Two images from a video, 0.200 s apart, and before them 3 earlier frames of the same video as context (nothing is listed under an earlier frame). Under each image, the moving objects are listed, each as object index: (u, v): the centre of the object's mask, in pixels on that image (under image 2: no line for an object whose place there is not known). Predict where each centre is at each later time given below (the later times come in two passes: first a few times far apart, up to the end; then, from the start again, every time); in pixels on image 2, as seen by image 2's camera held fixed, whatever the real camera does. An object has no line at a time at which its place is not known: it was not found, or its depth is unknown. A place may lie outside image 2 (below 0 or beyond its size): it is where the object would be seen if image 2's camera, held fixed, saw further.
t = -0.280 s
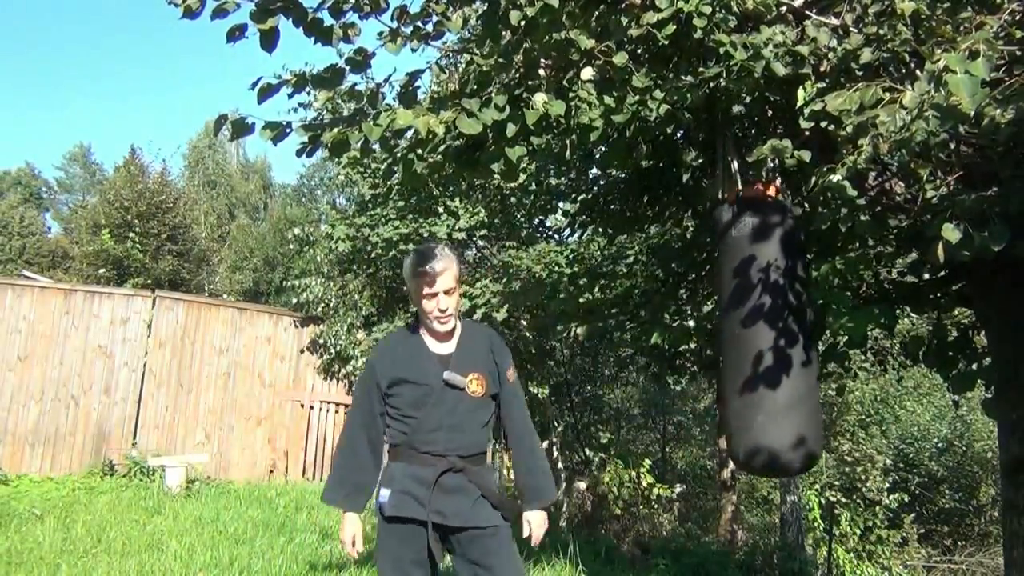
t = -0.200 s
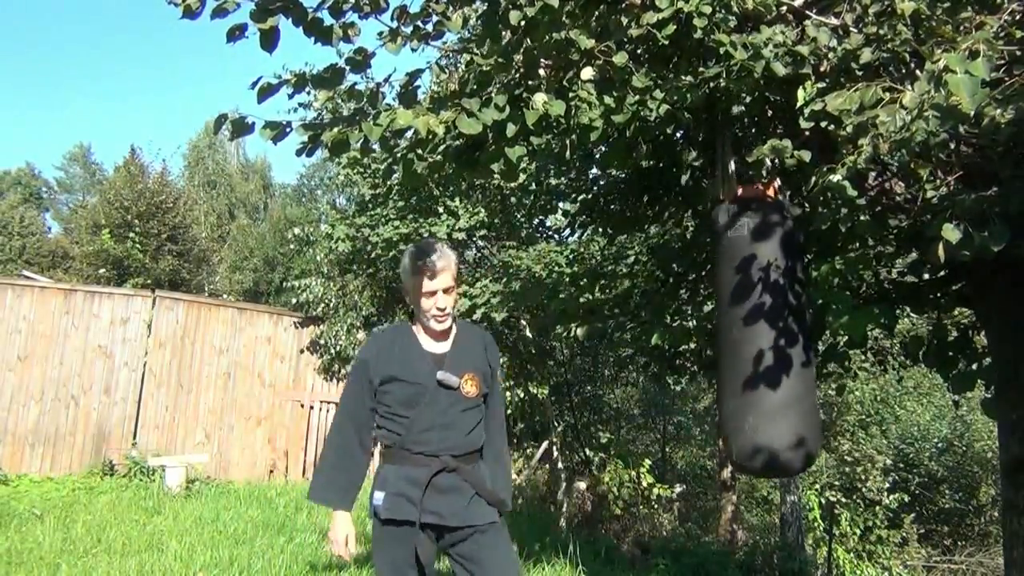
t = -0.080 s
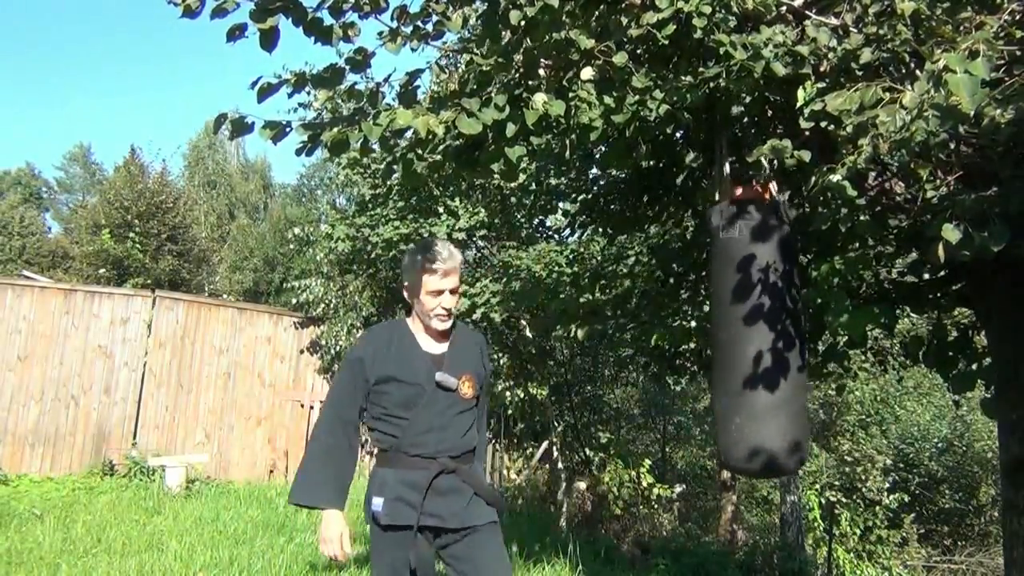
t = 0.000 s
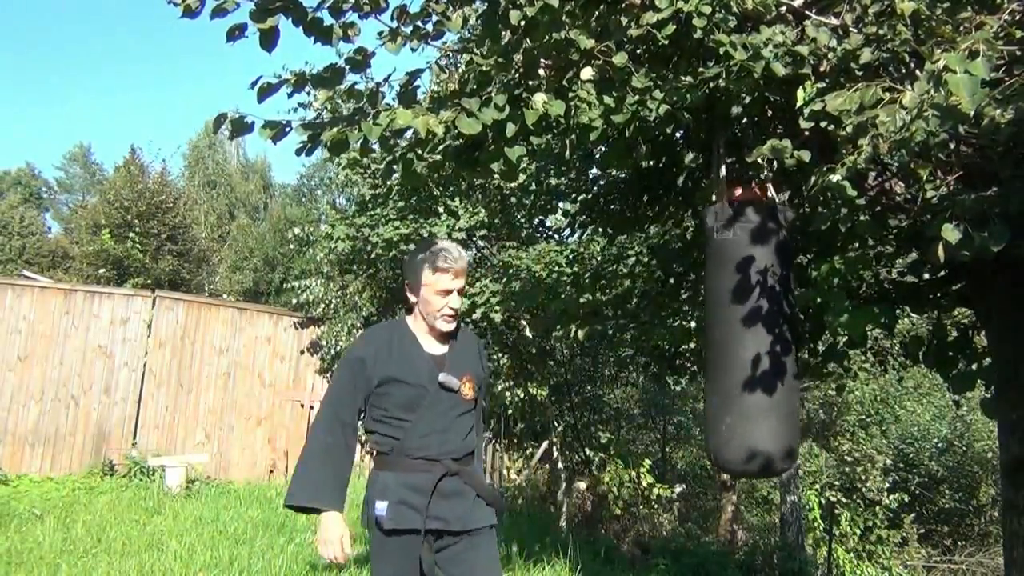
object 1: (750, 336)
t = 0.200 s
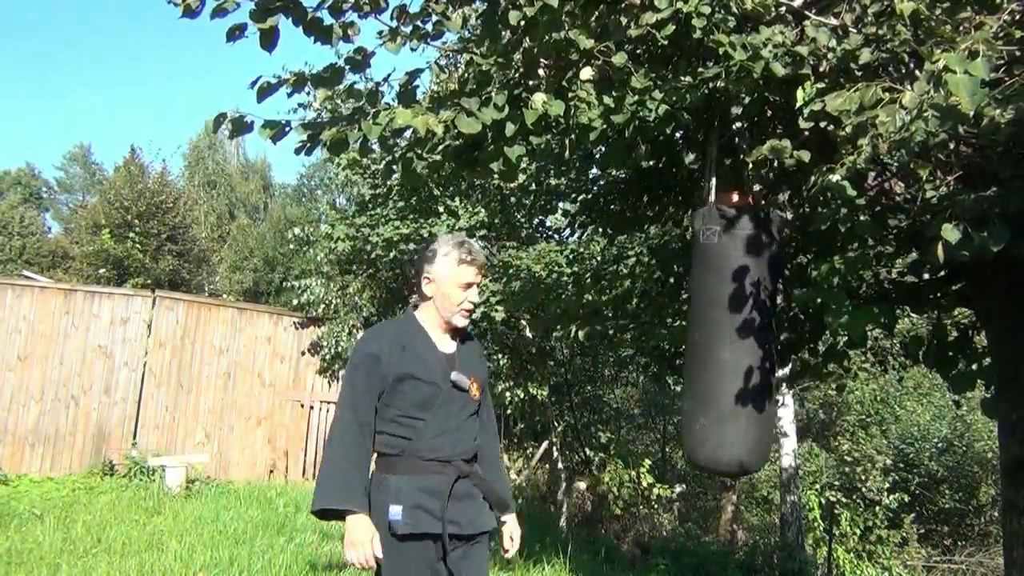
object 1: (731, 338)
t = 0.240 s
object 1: (727, 337)
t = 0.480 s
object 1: (709, 335)
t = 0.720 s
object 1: (705, 334)
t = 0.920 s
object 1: (709, 336)
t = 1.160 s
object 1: (727, 338)
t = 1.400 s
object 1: (747, 338)
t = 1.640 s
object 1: (761, 339)
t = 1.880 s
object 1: (761, 337)
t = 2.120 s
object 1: (747, 338)
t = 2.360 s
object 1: (727, 339)
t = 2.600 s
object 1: (710, 337)
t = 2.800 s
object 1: (706, 337)
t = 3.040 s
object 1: (711, 336)
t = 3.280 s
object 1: (727, 338)
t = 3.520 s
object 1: (747, 337)
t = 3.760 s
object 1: (759, 338)
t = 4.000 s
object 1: (758, 338)
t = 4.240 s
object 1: (745, 339)
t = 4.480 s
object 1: (726, 339)
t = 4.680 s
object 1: (714, 337)
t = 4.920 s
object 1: (708, 336)
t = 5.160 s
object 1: (713, 338)
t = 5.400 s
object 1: (728, 339)
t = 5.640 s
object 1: (746, 340)
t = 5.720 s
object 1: (750, 340)
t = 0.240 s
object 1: (727, 337)
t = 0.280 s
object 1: (724, 337)
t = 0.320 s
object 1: (720, 336)
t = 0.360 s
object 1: (717, 336)
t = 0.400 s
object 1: (713, 336)
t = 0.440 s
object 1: (712, 335)
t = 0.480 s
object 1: (709, 335)
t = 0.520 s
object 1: (708, 335)
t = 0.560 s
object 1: (707, 333)
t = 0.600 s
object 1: (705, 335)
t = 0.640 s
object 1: (705, 335)
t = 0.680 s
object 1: (704, 335)
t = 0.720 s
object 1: (705, 334)
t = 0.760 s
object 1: (704, 336)
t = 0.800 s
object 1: (705, 335)
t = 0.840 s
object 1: (706, 335)
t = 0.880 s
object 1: (708, 335)
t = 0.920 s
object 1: (709, 336)
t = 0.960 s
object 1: (711, 335)
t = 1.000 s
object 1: (714, 336)
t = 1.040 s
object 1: (716, 336)
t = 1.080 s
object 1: (720, 336)
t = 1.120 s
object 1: (722, 337)
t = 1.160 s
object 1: (727, 338)
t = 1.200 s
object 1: (729, 338)
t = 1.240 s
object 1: (733, 339)
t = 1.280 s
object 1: (737, 340)
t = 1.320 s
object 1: (740, 340)
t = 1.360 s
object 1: (744, 340)
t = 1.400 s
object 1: (747, 338)
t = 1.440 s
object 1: (750, 340)
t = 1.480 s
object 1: (753, 339)
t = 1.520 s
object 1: (756, 340)
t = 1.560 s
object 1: (758, 339)
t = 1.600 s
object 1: (760, 340)
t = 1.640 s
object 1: (761, 339)
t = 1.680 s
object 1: (762, 340)
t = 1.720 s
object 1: (762, 340)
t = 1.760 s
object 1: (762, 339)
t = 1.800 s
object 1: (762, 340)
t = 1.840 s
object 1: (762, 339)
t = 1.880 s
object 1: (761, 337)
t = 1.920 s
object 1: (760, 339)
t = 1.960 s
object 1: (758, 338)
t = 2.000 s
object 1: (756, 338)
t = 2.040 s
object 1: (753, 339)
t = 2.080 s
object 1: (750, 338)
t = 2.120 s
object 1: (747, 338)
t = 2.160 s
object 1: (744, 339)
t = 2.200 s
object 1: (740, 340)
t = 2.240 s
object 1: (737, 338)
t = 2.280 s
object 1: (733, 340)
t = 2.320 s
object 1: (730, 340)
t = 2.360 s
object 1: (727, 339)
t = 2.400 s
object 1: (723, 339)
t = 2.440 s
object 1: (720, 338)
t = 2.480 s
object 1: (717, 338)
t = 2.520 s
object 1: (715, 338)
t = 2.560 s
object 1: (712, 338)
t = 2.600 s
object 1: (710, 337)
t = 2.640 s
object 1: (708, 337)
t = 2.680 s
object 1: (707, 337)
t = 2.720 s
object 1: (706, 337)
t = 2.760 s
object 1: (706, 337)
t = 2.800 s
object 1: (706, 337)
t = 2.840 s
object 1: (705, 337)
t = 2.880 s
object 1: (706, 336)
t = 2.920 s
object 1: (707, 335)
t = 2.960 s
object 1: (708, 335)
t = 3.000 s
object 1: (709, 336)
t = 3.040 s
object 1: (711, 336)
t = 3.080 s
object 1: (713, 336)
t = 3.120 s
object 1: (715, 336)
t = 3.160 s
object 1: (718, 337)
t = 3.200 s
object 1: (721, 337)
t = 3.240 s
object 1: (725, 337)
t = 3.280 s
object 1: (727, 338)
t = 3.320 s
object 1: (730, 339)
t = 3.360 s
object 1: (733, 338)
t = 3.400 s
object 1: (737, 339)
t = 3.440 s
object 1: (740, 338)
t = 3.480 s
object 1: (743, 339)
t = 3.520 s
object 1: (747, 337)
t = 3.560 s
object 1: (748, 337)
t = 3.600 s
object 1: (752, 340)
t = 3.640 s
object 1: (754, 339)
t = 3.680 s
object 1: (756, 338)
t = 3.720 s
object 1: (758, 338)
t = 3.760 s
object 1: (759, 338)
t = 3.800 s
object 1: (759, 337)
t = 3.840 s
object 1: (759, 338)
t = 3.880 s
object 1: (760, 338)
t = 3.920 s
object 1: (760, 337)
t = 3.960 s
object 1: (759, 338)
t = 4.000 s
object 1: (758, 338)
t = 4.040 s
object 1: (757, 337)
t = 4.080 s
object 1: (755, 338)
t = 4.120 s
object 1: (753, 339)
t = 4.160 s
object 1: (750, 339)
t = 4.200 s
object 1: (747, 340)
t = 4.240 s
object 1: (745, 339)
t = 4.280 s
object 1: (742, 338)
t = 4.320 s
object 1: (739, 338)
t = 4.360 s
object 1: (736, 339)
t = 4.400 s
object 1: (733, 339)
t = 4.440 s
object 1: (730, 340)
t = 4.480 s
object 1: (726, 339)
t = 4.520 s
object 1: (724, 339)
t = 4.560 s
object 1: (721, 338)
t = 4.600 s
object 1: (718, 338)
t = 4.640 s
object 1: (715, 337)
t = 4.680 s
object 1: (714, 337)
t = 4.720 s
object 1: (712, 336)
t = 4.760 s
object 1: (710, 336)
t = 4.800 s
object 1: (709, 336)
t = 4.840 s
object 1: (708, 336)
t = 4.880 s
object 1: (708, 336)
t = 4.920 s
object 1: (708, 336)
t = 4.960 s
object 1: (708, 337)
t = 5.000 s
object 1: (708, 337)
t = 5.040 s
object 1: (709, 337)
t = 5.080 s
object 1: (710, 337)
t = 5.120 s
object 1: (711, 337)
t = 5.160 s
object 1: (713, 338)
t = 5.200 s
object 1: (715, 337)
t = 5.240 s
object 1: (718, 338)
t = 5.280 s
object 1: (720, 338)
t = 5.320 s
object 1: (723, 339)
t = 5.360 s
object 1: (725, 340)
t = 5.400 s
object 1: (728, 339)
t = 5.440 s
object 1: (730, 340)
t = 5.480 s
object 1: (734, 340)
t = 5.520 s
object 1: (737, 341)
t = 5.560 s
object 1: (740, 339)
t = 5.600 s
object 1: (744, 342)
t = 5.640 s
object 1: (746, 340)
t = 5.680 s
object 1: (748, 341)
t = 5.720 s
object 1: (750, 340)
